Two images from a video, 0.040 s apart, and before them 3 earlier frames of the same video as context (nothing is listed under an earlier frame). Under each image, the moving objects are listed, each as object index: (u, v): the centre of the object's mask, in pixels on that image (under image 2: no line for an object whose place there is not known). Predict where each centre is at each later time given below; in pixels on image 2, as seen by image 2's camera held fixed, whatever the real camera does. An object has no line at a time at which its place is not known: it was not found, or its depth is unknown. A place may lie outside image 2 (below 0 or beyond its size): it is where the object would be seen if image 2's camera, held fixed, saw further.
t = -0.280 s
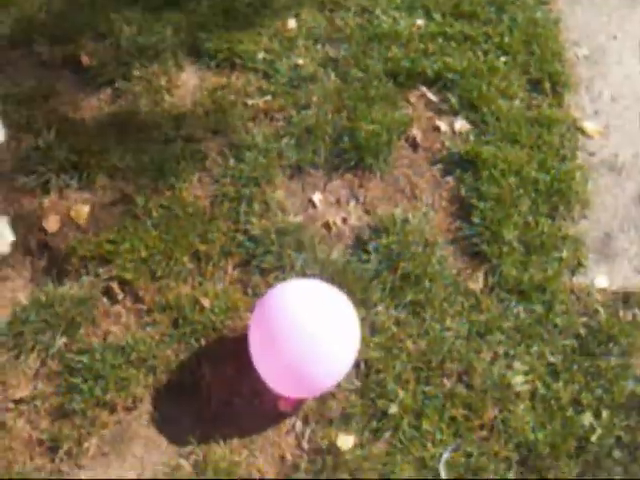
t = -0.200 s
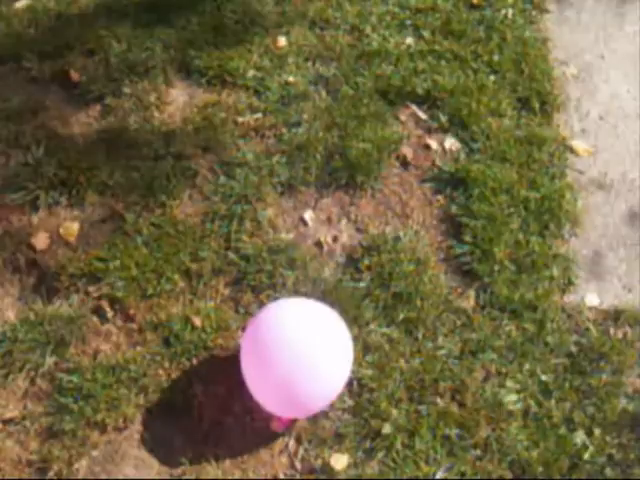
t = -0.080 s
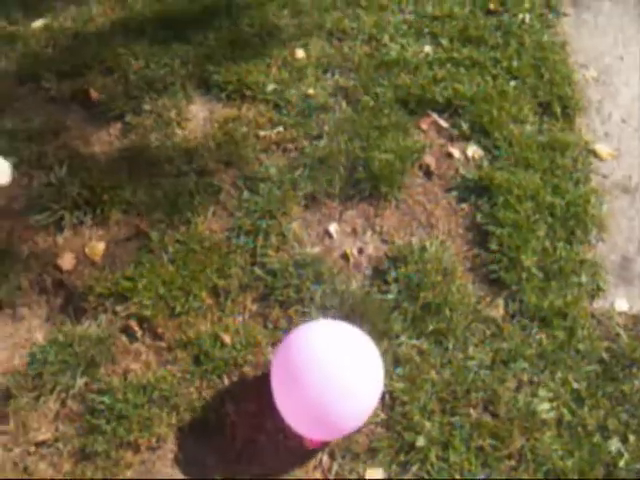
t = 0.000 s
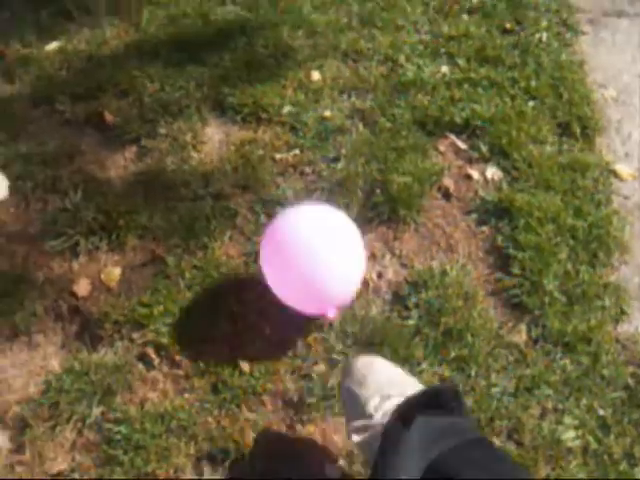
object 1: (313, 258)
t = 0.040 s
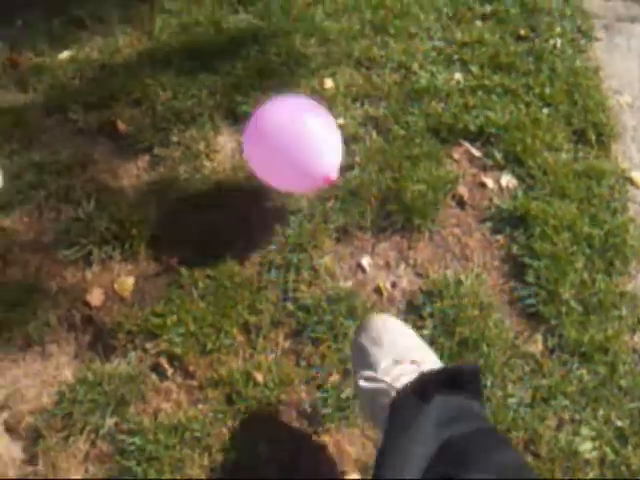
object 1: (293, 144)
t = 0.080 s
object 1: (274, 58)
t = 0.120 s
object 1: (272, 17)
